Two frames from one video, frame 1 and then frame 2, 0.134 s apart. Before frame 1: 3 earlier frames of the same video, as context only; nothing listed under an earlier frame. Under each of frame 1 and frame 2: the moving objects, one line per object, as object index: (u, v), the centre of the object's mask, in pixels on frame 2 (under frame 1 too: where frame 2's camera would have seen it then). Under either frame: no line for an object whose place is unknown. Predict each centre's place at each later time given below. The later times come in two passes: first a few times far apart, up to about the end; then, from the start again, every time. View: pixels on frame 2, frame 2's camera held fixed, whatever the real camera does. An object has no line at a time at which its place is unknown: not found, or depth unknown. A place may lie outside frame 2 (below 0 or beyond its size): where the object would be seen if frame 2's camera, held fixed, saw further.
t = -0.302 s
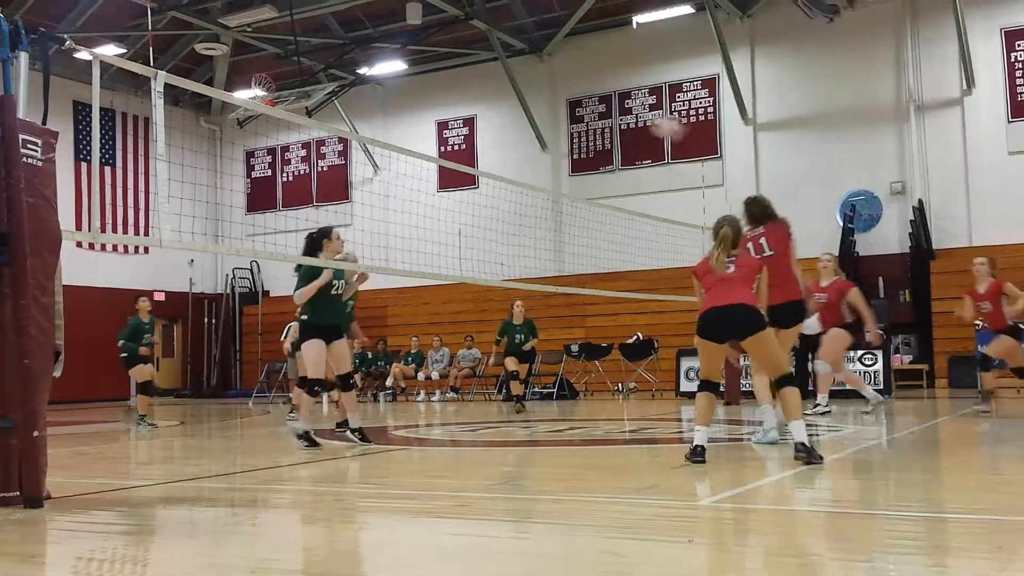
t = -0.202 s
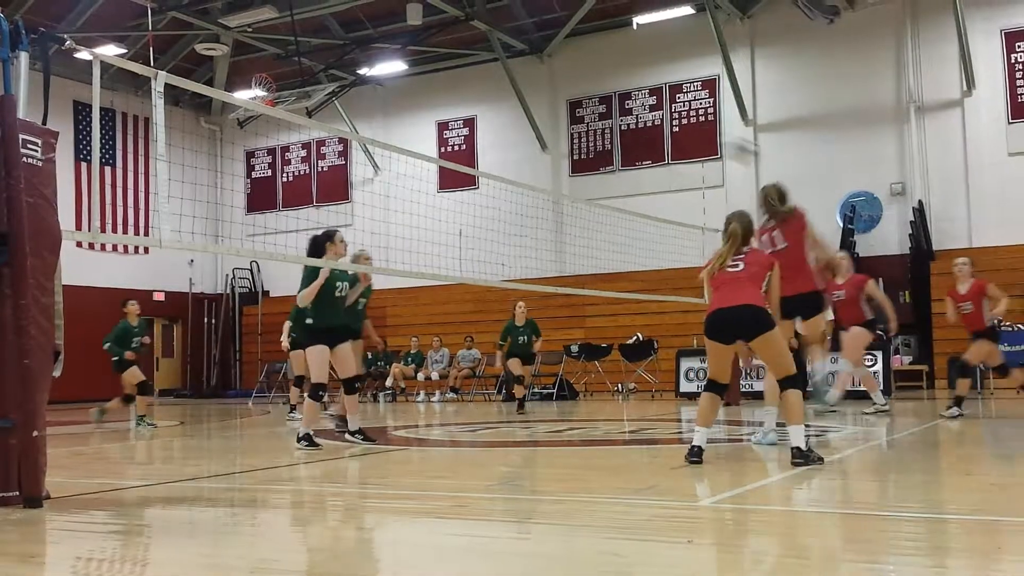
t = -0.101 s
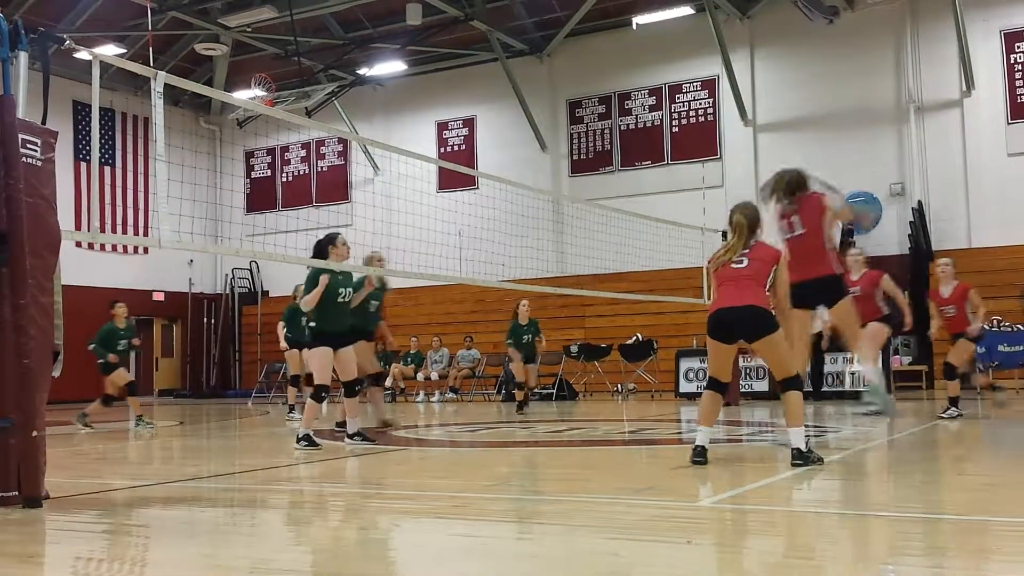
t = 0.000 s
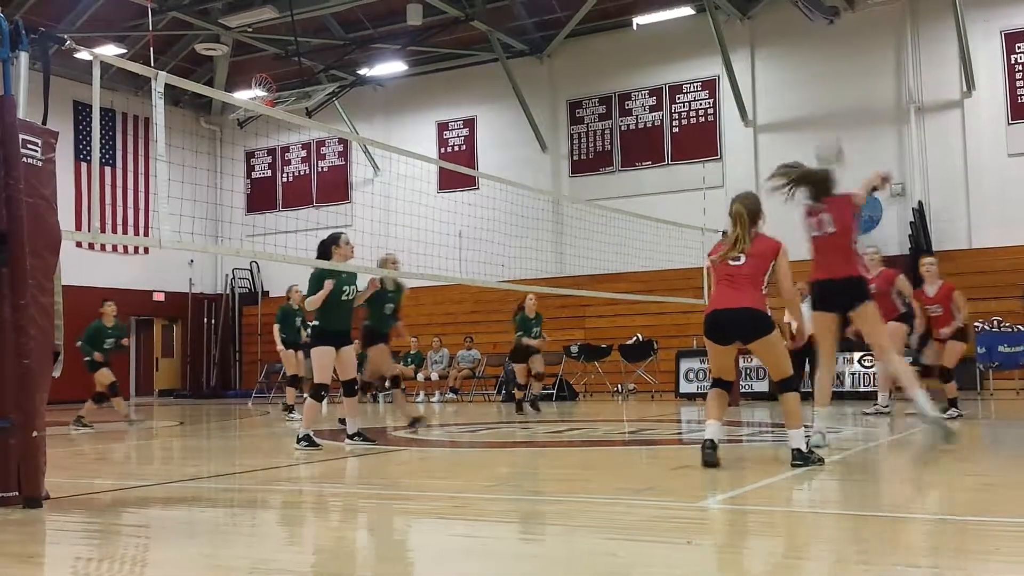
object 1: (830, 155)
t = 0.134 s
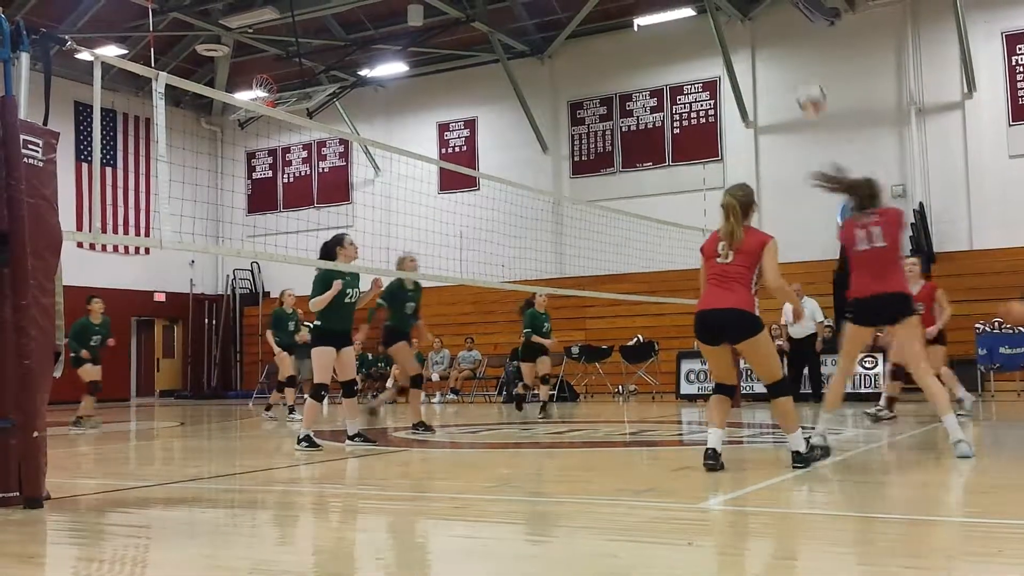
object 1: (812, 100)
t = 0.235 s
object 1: (798, 72)
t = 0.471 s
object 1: (772, 60)
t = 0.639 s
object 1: (758, 93)
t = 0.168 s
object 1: (807, 89)
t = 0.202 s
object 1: (803, 80)
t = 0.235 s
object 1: (798, 72)
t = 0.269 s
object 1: (794, 65)
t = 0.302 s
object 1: (790, 62)
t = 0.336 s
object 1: (787, 58)
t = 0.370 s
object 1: (783, 56)
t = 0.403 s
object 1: (780, 55)
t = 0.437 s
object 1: (775, 57)
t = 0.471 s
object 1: (772, 60)
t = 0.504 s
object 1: (769, 64)
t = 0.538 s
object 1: (765, 69)
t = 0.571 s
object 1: (763, 75)
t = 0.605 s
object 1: (760, 86)
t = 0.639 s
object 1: (758, 93)
